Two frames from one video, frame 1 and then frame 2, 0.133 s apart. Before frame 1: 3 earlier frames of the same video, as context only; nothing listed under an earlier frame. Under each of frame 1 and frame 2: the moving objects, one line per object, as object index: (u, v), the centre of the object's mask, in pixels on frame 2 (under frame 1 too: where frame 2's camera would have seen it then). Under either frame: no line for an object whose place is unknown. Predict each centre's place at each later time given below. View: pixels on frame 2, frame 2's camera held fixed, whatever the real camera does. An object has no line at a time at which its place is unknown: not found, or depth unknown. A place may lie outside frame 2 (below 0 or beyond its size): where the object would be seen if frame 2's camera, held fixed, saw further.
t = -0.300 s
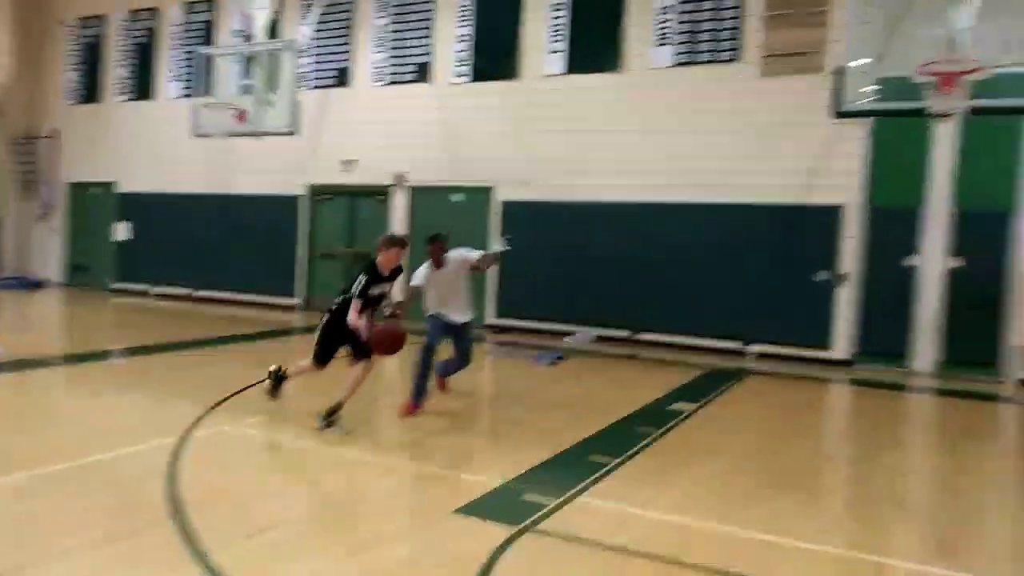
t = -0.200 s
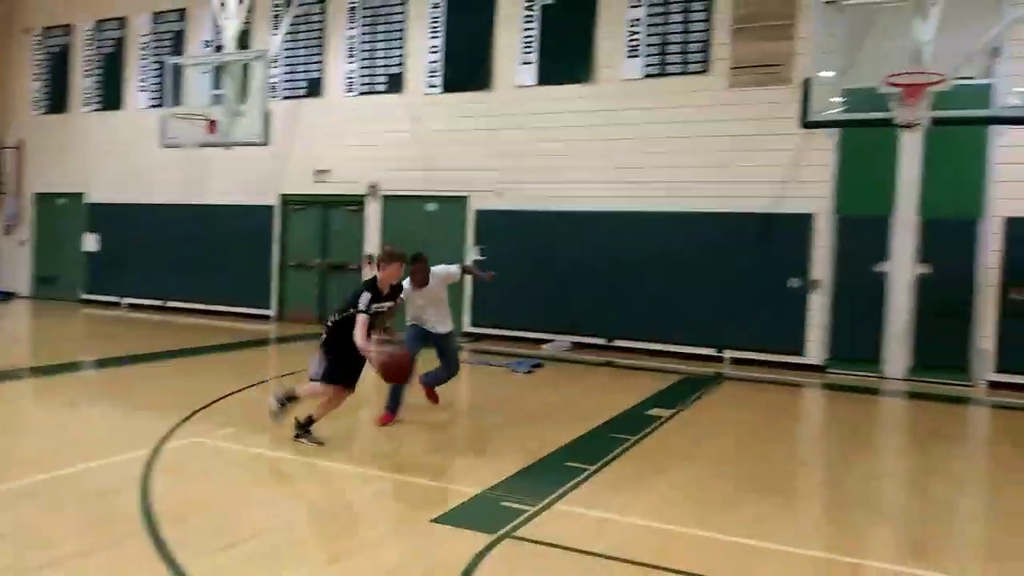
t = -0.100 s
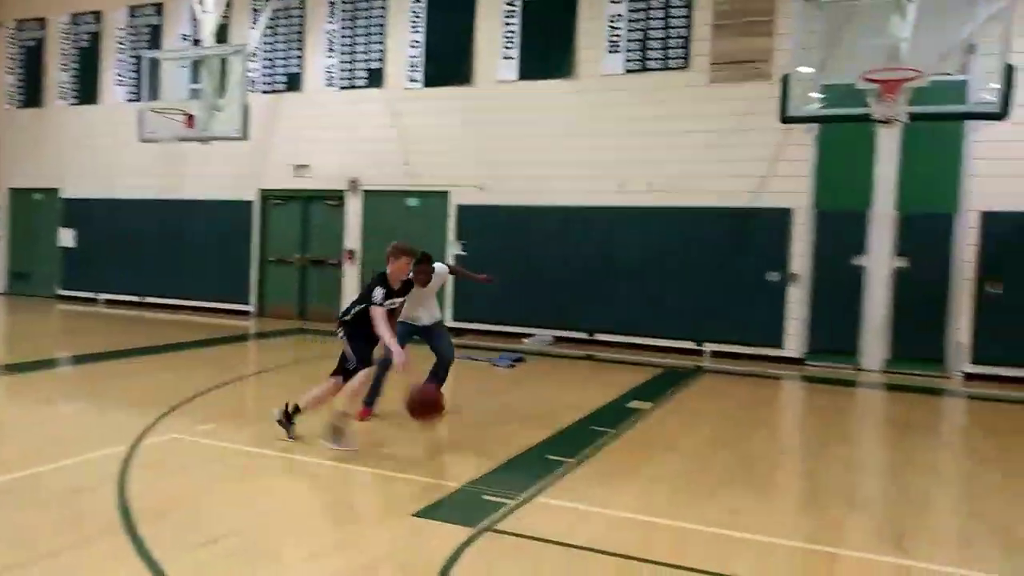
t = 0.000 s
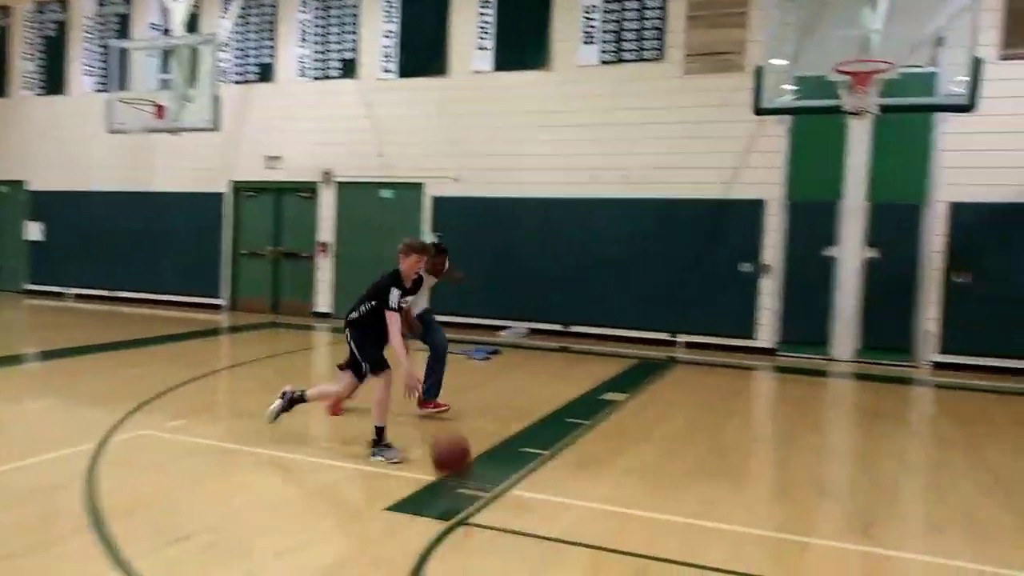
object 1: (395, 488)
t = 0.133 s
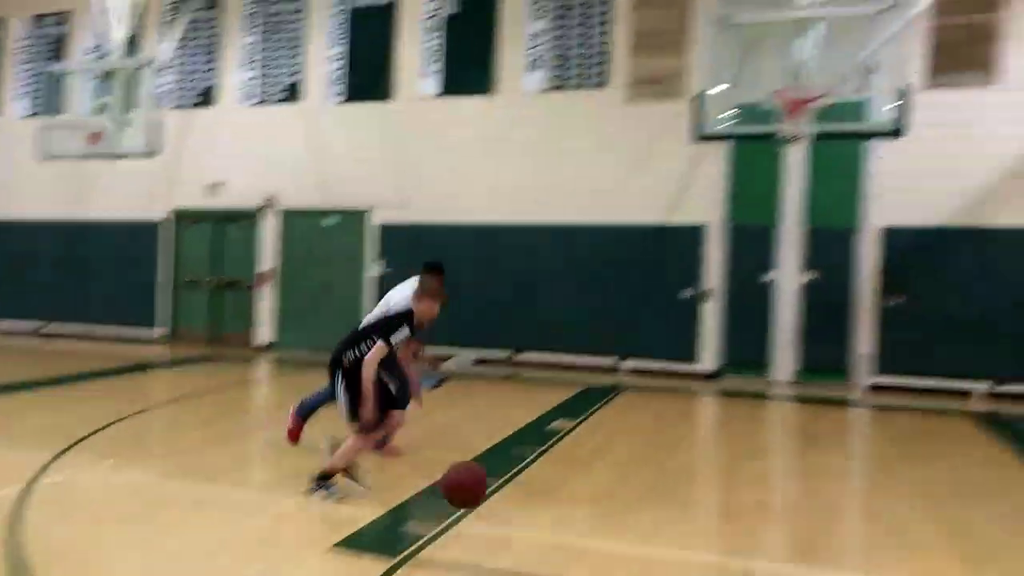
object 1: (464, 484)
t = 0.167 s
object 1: (481, 476)
